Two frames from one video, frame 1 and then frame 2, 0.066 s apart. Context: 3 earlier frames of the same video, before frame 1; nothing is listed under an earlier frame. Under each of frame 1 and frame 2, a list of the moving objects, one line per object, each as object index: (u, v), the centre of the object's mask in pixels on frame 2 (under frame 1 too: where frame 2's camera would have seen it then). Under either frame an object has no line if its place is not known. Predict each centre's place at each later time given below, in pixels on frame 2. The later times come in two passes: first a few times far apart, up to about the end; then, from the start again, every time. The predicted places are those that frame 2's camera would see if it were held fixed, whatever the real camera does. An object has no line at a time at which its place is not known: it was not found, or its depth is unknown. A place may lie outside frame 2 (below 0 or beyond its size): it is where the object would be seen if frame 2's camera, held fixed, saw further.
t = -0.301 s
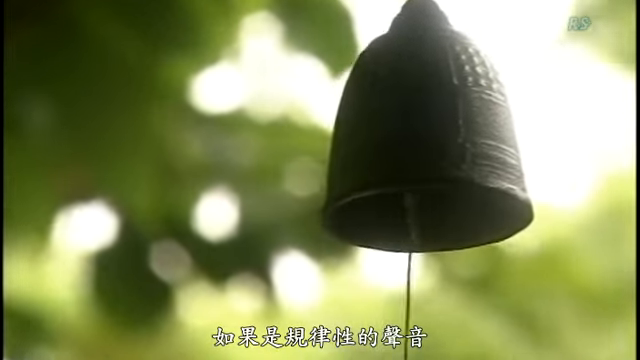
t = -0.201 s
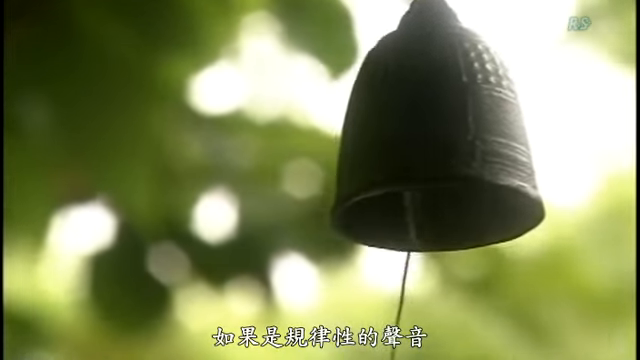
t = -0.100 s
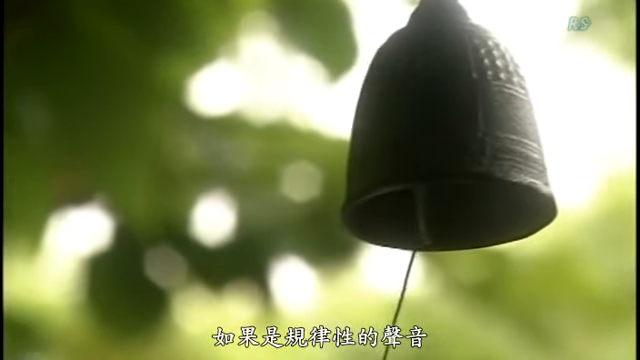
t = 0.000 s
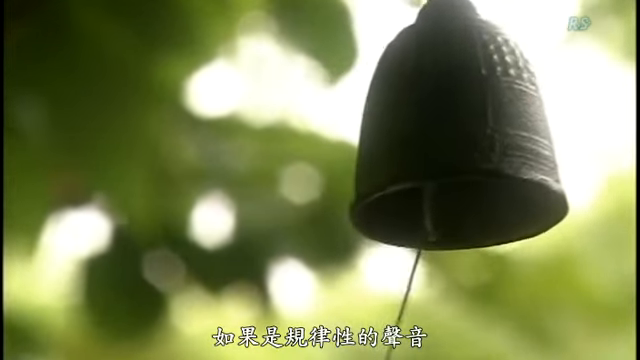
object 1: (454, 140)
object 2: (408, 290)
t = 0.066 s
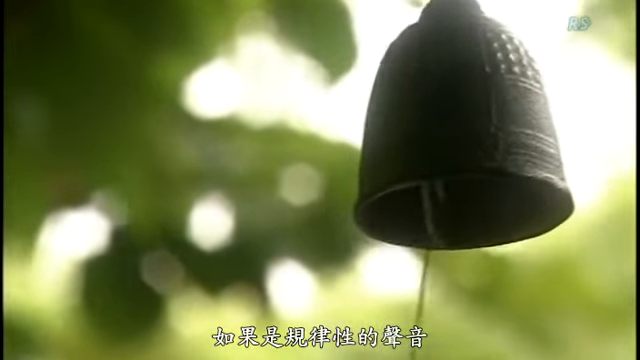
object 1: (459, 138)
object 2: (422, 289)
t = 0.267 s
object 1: (460, 138)
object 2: (469, 305)
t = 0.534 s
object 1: (440, 147)
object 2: (441, 308)
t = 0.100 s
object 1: (460, 138)
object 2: (429, 305)
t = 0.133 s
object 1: (461, 137)
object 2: (438, 305)
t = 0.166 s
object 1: (461, 137)
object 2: (448, 306)
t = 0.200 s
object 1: (461, 137)
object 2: (457, 306)
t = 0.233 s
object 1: (461, 138)
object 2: (464, 305)
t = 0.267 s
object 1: (460, 138)
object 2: (469, 305)
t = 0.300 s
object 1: (458, 139)
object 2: (471, 305)
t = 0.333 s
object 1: (457, 140)
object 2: (470, 305)
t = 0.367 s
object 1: (452, 141)
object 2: (464, 304)
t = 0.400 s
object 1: (450, 142)
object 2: (460, 305)
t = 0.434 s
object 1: (448, 143)
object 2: (455, 306)
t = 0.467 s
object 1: (445, 145)
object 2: (451, 306)
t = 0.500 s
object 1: (443, 146)
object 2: (447, 308)
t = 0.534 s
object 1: (440, 147)
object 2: (441, 308)
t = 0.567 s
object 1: (438, 149)
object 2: (432, 307)
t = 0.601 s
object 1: (435, 150)
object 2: (423, 307)
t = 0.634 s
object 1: (433, 151)
